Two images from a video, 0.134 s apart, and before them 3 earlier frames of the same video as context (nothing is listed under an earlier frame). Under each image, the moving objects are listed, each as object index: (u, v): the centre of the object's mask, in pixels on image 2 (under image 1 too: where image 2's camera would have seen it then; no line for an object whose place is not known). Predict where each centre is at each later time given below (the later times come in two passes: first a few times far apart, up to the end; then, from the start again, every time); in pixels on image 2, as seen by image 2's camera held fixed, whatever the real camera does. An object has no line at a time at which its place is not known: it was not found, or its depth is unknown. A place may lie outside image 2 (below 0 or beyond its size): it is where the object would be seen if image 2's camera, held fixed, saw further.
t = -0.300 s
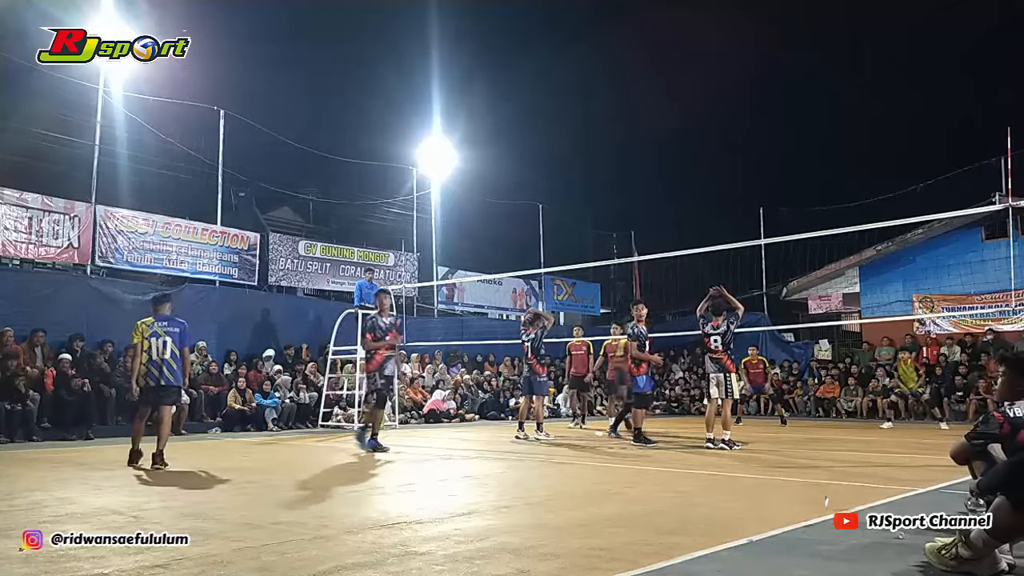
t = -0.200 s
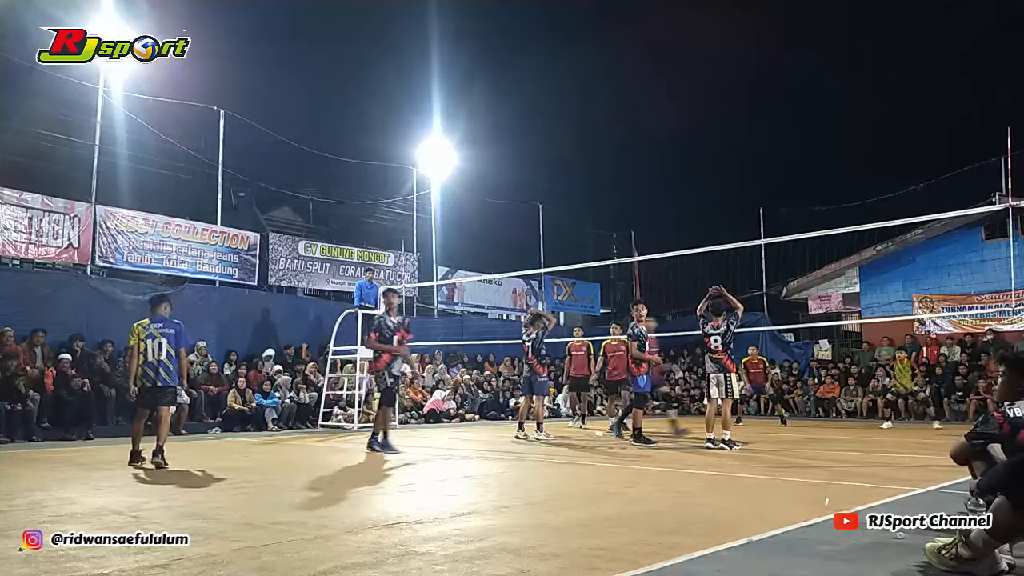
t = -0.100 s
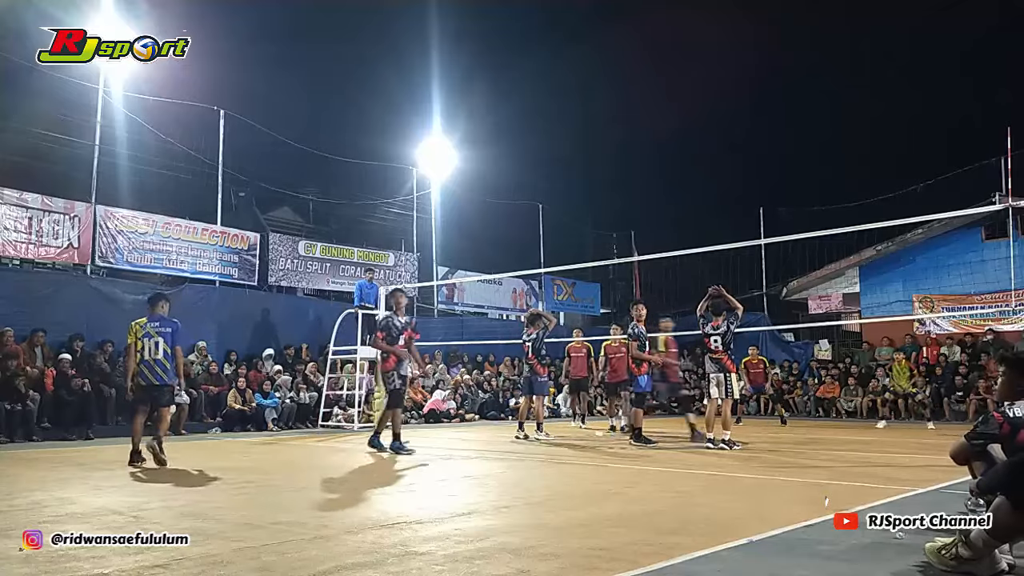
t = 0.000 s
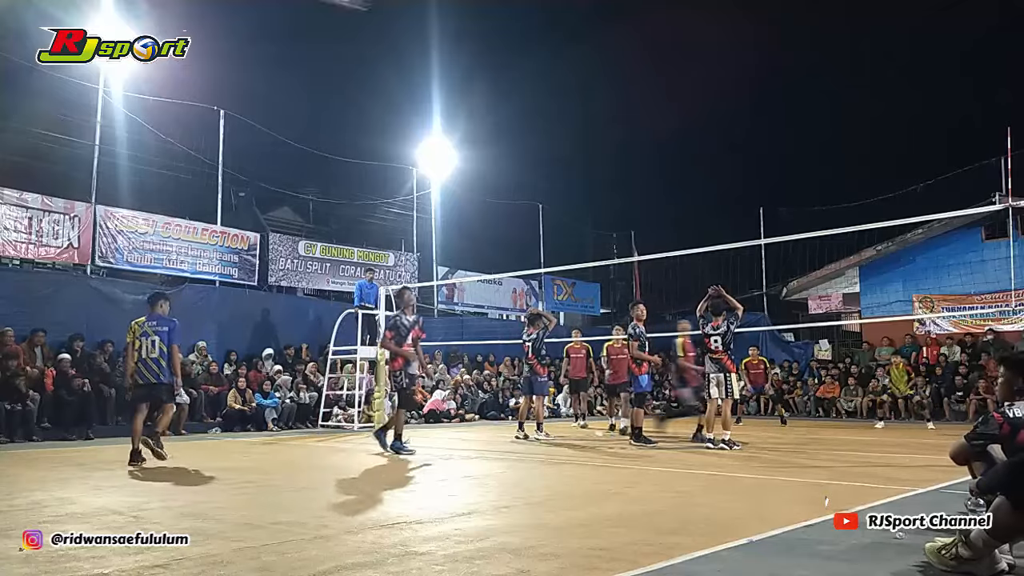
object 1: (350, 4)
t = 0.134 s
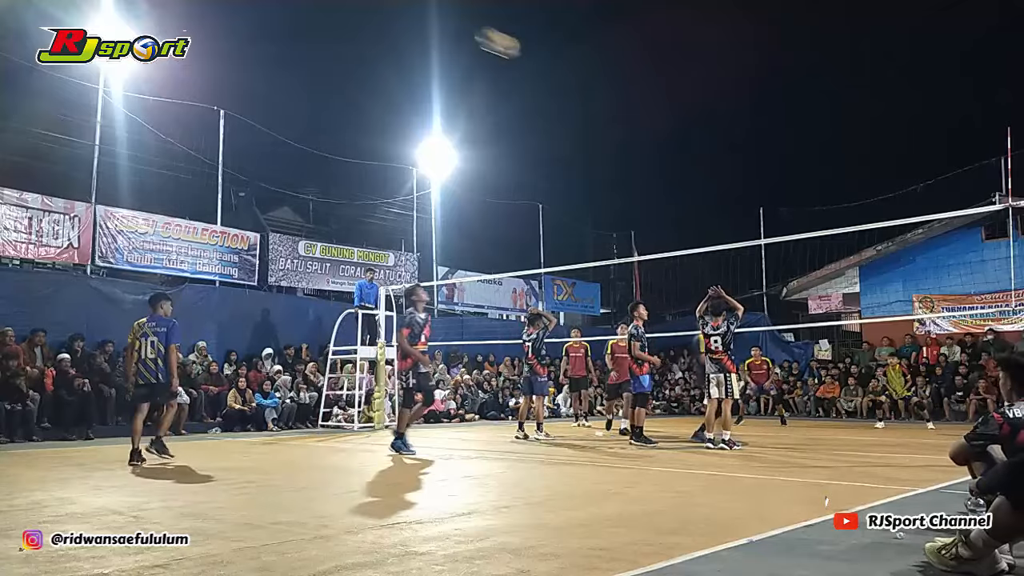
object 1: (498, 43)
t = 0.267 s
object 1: (599, 94)
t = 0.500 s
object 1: (709, 186)
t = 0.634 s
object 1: (748, 235)
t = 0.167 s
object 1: (528, 56)
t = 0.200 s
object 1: (553, 68)
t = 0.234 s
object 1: (578, 81)
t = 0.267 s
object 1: (599, 94)
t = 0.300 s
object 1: (619, 107)
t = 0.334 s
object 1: (637, 120)
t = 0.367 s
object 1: (654, 133)
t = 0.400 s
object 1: (670, 147)
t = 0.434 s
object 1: (684, 159)
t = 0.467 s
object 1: (697, 173)
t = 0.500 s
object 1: (709, 186)
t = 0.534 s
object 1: (720, 198)
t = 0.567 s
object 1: (731, 211)
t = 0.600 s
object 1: (741, 225)
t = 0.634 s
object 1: (748, 235)
